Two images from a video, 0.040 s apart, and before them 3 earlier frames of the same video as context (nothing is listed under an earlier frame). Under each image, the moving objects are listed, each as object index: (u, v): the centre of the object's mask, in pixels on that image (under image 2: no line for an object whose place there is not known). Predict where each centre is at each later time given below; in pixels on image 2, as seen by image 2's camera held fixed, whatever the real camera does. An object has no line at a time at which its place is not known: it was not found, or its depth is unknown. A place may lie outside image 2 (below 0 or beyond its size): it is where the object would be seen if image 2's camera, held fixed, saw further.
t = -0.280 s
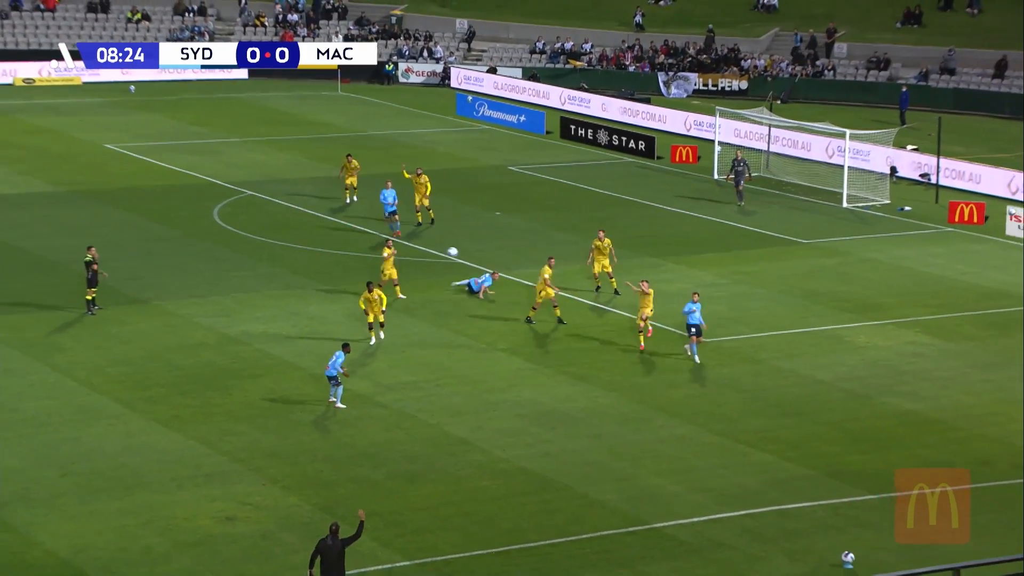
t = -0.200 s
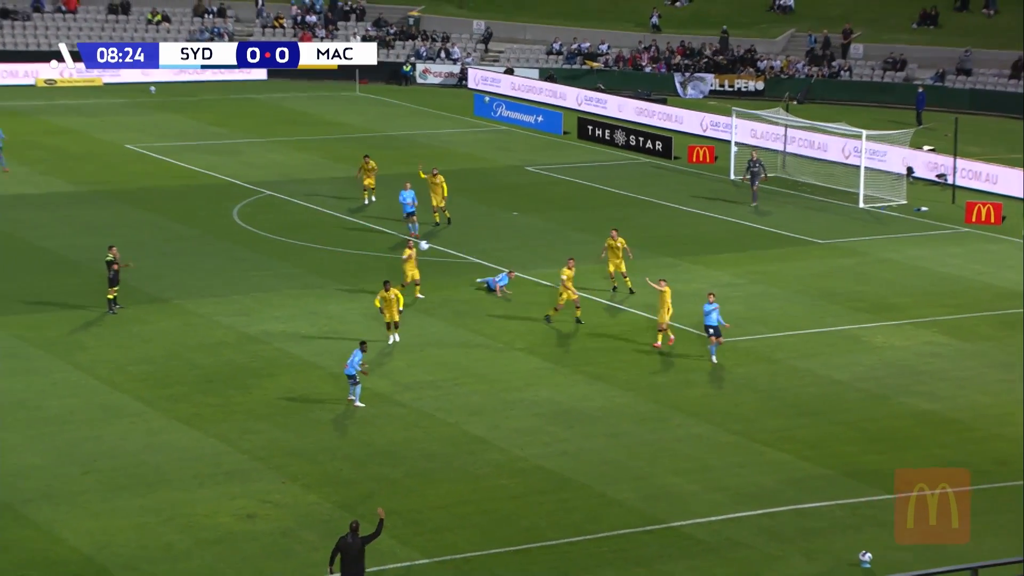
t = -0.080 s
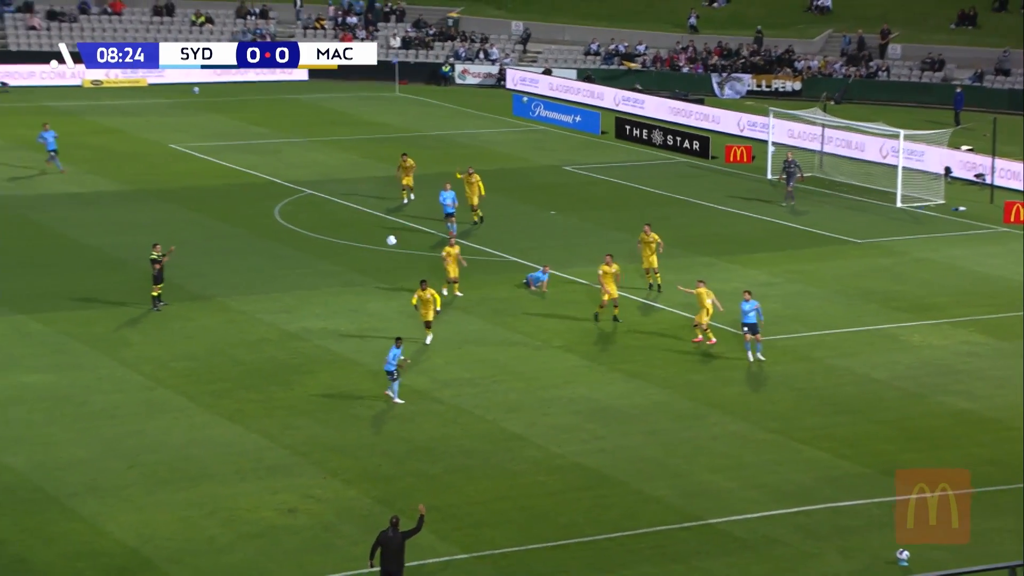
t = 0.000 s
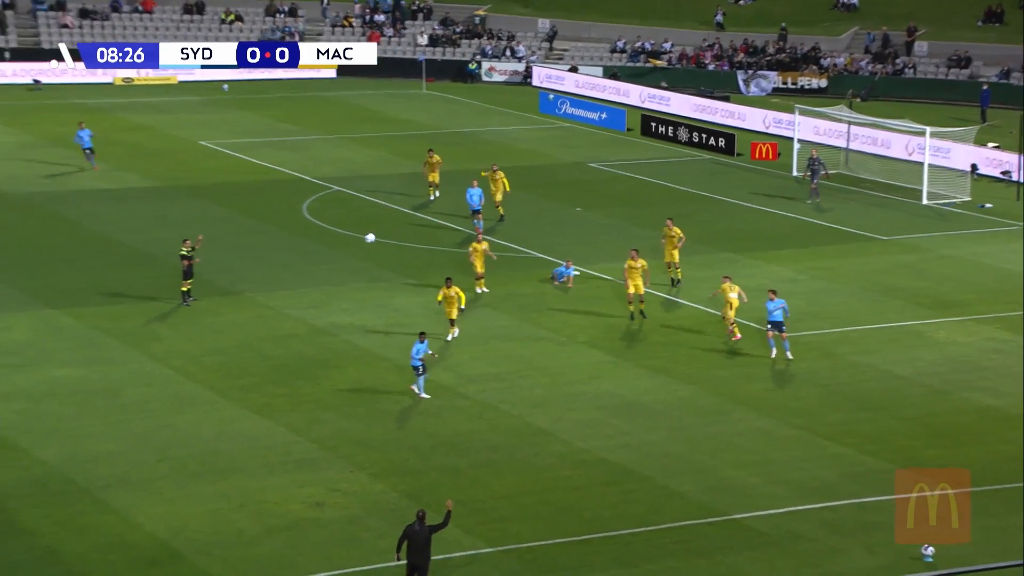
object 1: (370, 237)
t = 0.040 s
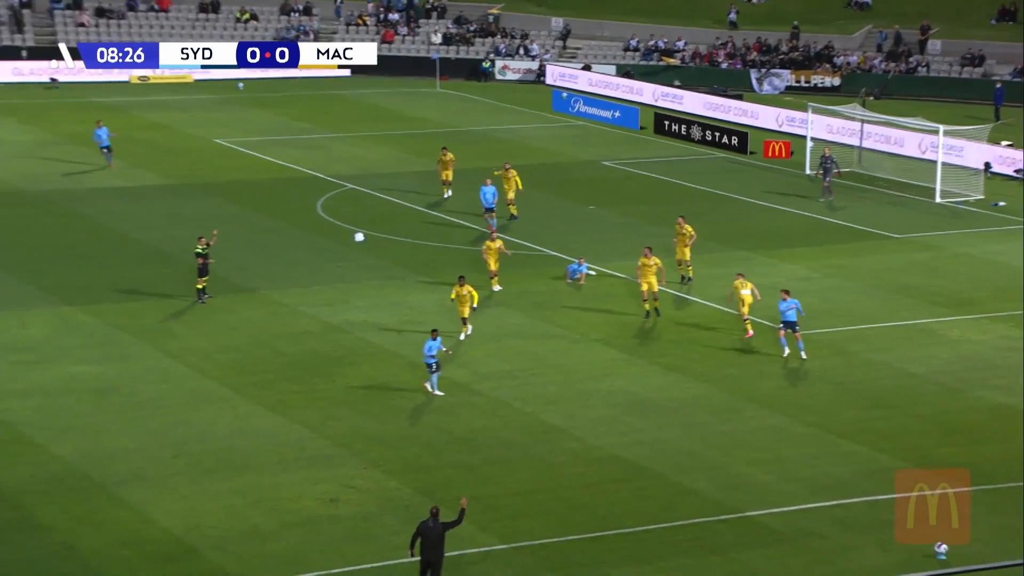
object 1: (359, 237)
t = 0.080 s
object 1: (334, 239)
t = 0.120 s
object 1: (310, 243)
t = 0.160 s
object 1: (285, 246)
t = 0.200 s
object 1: (260, 251)
